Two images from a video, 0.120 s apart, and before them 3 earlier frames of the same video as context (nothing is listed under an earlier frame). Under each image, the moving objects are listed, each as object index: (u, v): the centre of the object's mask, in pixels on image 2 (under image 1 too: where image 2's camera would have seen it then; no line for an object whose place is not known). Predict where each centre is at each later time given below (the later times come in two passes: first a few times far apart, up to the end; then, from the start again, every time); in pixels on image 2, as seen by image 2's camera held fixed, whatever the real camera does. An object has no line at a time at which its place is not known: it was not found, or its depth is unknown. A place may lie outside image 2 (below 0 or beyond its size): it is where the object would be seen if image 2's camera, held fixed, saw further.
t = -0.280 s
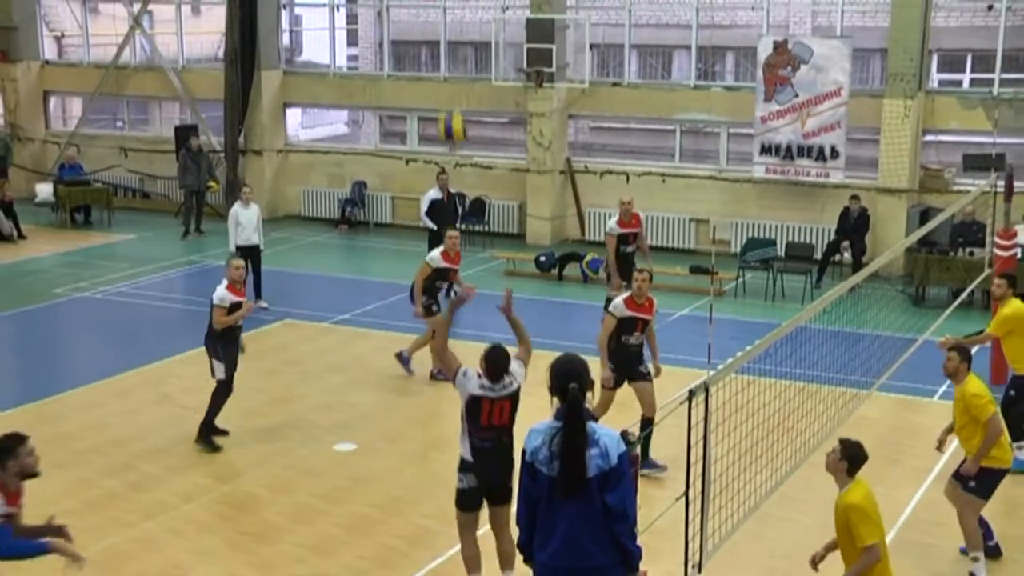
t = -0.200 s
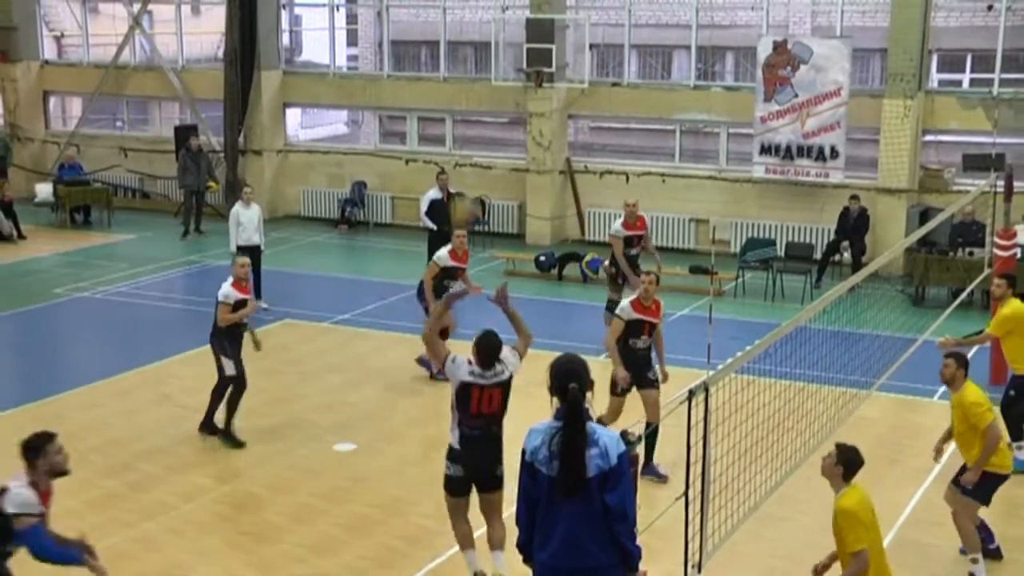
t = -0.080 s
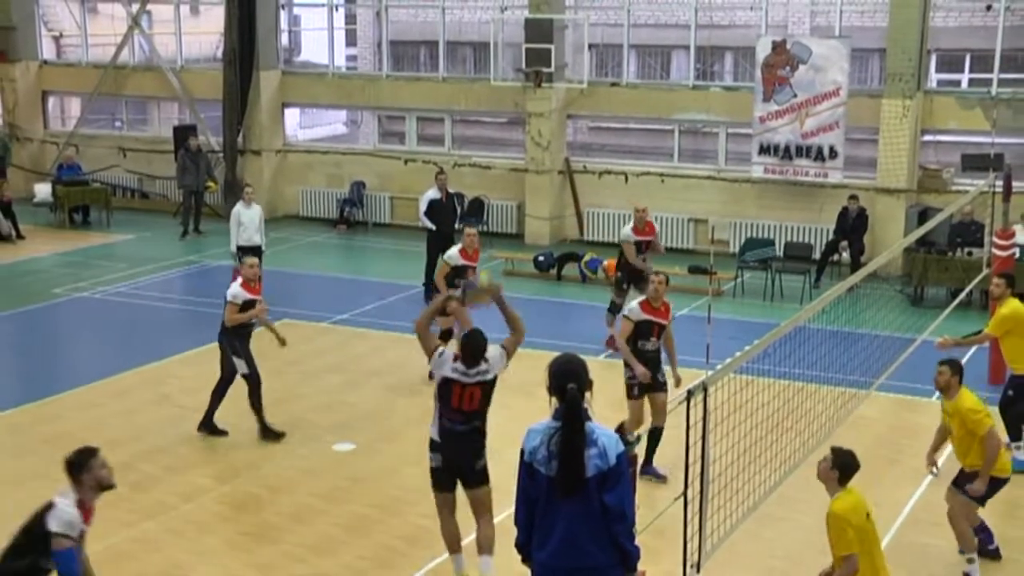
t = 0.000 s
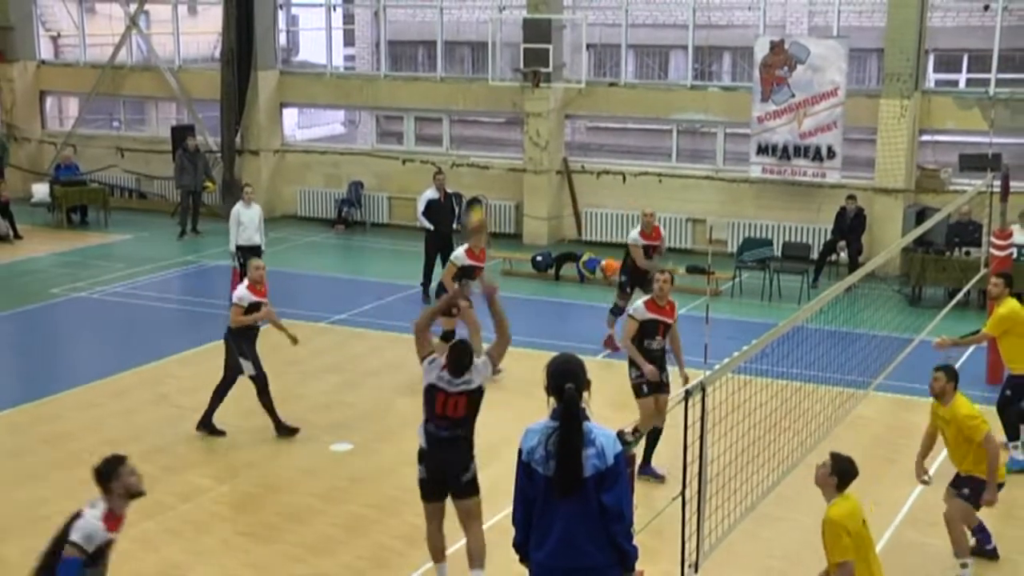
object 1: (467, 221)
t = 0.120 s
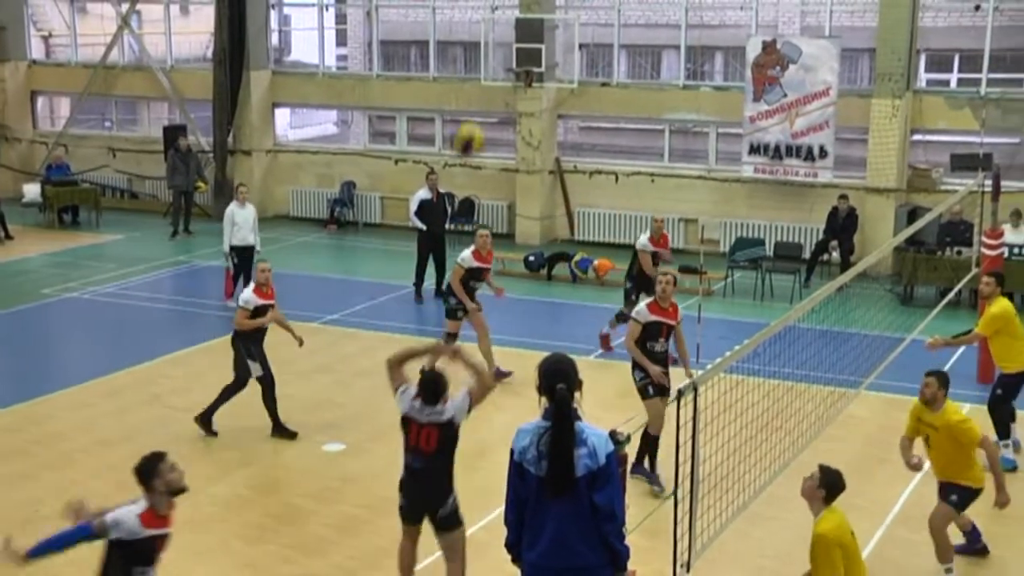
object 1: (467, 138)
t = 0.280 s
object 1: (468, 58)
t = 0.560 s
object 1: (469, 12)
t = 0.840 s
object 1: (470, 95)
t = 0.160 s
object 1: (468, 115)
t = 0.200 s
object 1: (466, 95)
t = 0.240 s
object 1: (468, 75)
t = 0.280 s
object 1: (468, 58)
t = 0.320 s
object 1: (468, 42)
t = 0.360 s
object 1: (468, 30)
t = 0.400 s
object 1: (468, 20)
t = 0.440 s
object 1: (469, 14)
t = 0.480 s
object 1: (469, 12)
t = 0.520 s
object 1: (469, 11)
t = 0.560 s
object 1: (469, 12)
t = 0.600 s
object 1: (469, 13)
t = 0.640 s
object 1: (470, 17)
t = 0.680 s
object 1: (470, 26)
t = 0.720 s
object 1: (470, 37)
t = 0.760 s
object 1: (470, 54)
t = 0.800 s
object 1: (471, 72)
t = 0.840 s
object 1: (470, 95)
